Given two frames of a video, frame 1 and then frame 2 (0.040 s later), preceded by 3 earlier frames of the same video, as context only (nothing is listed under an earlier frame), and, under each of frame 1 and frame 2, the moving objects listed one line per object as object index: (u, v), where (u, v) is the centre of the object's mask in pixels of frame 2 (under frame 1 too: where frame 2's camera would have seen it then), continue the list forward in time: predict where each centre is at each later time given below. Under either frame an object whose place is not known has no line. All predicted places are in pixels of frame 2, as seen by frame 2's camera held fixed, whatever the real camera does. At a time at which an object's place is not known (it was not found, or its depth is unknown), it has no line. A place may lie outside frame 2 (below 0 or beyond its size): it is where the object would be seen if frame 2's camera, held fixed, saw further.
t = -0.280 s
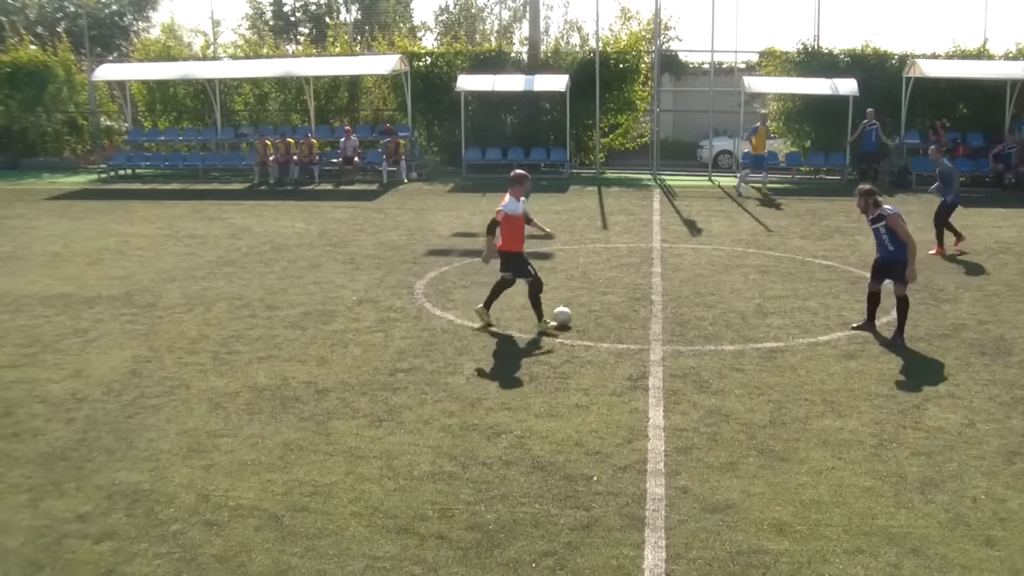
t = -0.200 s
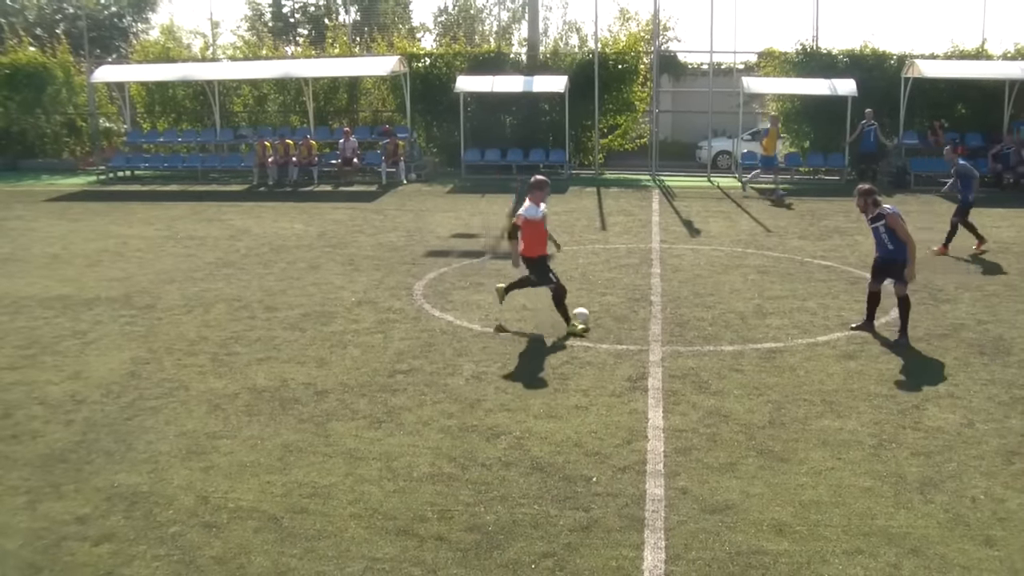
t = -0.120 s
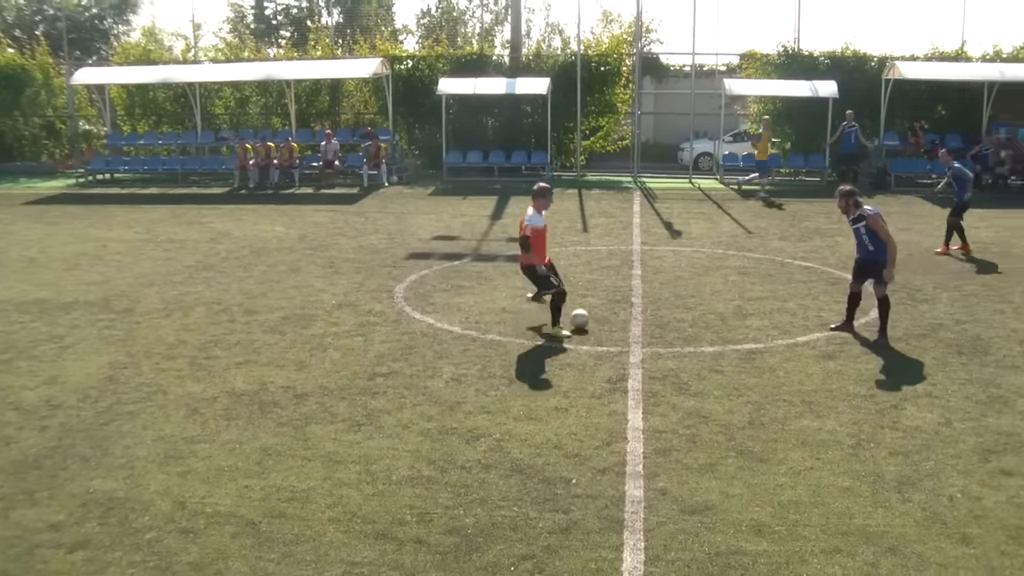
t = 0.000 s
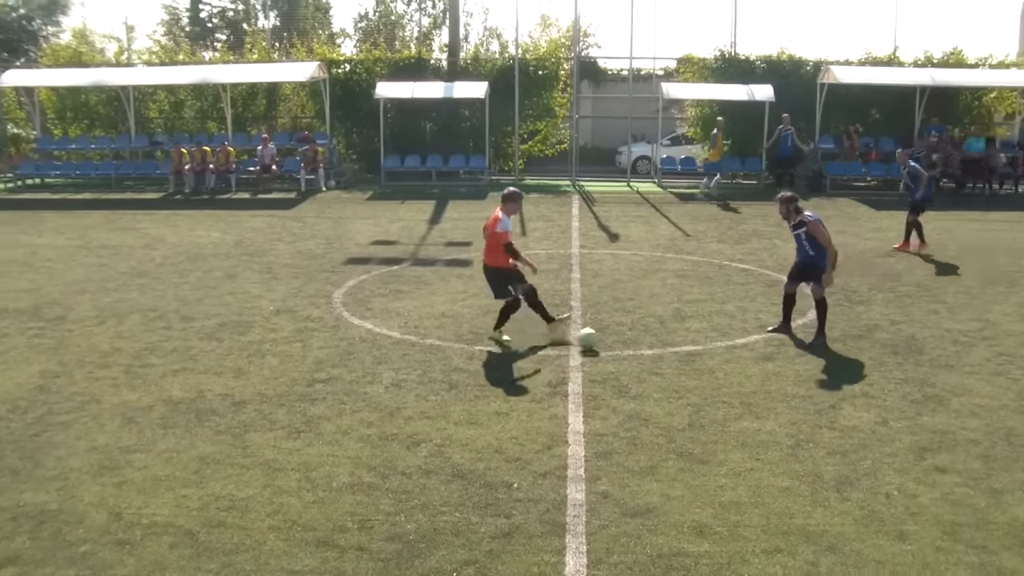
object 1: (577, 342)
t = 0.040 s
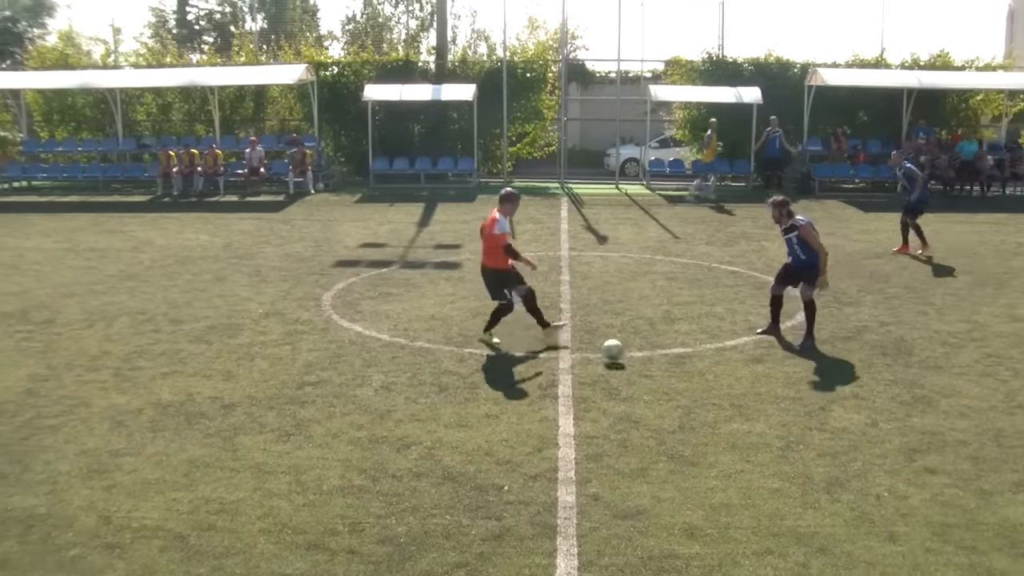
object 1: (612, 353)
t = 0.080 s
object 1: (650, 363)
